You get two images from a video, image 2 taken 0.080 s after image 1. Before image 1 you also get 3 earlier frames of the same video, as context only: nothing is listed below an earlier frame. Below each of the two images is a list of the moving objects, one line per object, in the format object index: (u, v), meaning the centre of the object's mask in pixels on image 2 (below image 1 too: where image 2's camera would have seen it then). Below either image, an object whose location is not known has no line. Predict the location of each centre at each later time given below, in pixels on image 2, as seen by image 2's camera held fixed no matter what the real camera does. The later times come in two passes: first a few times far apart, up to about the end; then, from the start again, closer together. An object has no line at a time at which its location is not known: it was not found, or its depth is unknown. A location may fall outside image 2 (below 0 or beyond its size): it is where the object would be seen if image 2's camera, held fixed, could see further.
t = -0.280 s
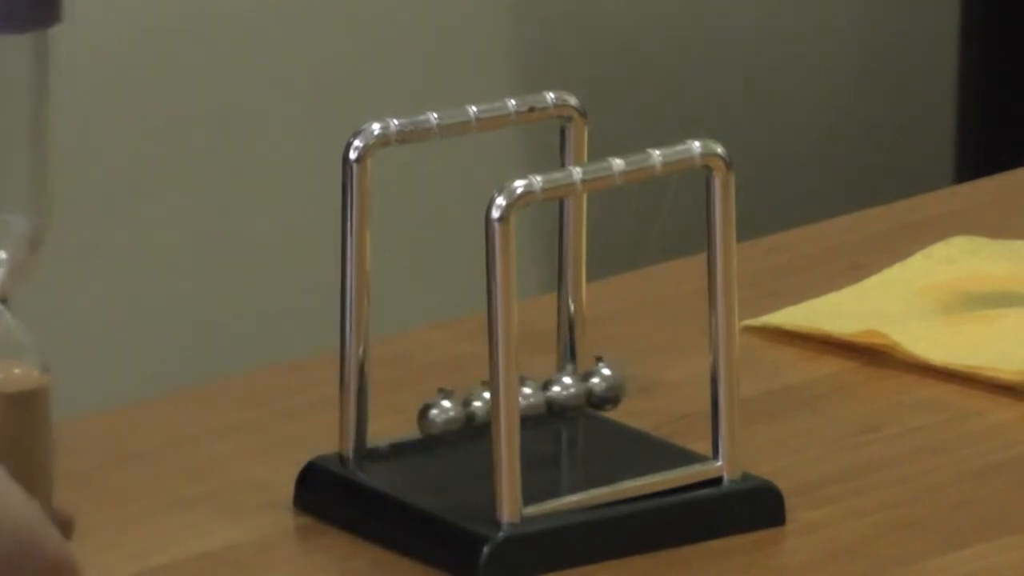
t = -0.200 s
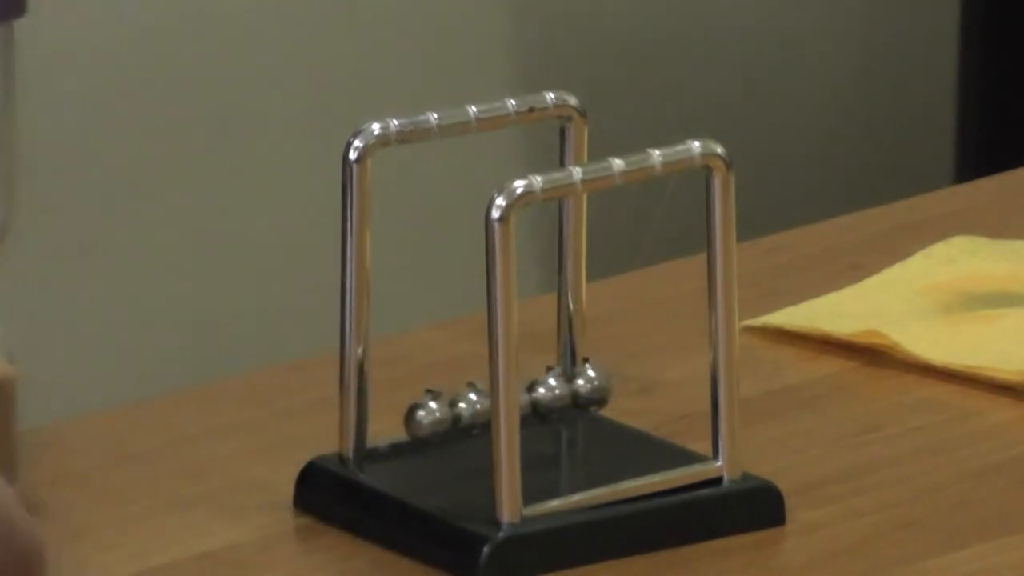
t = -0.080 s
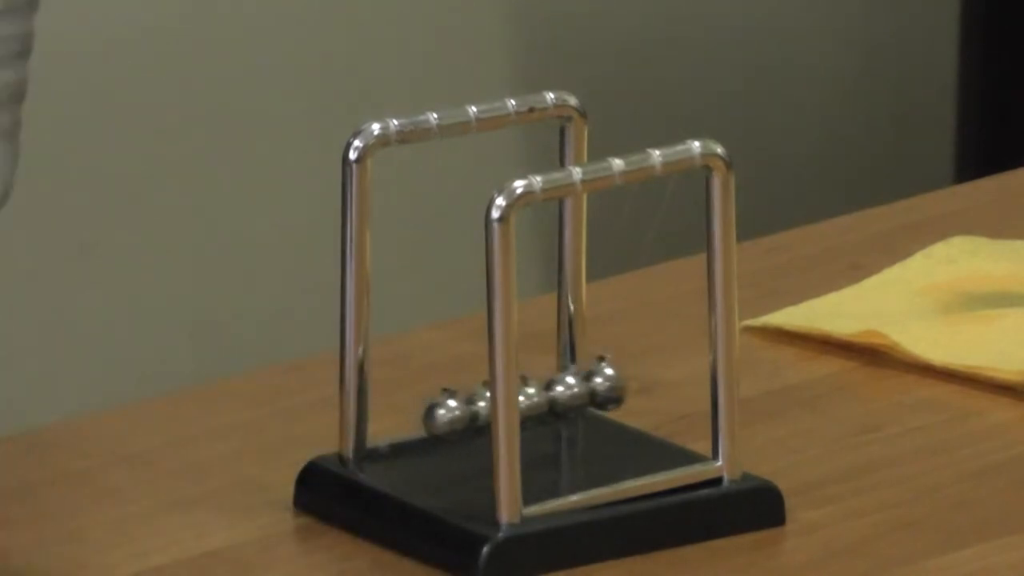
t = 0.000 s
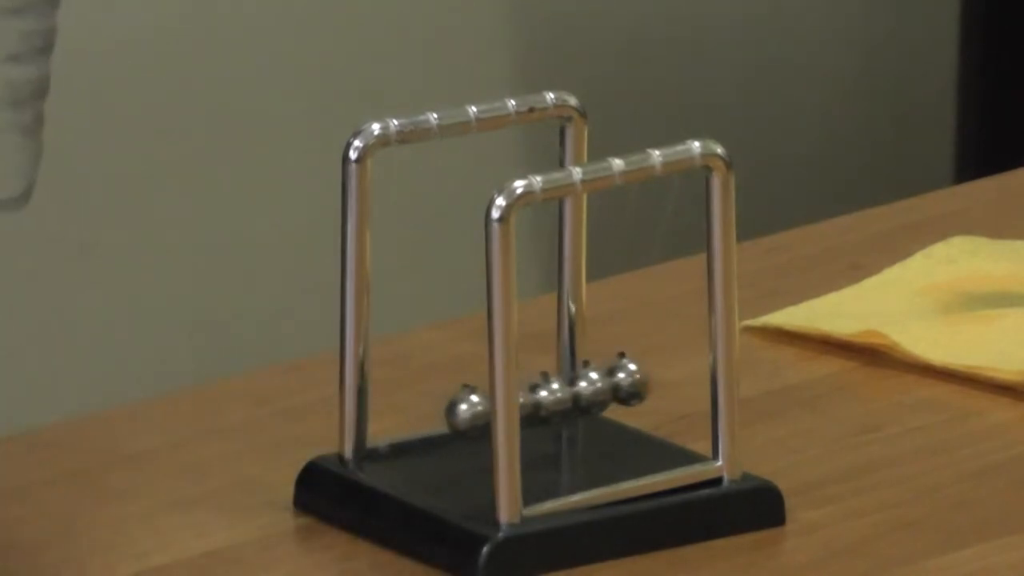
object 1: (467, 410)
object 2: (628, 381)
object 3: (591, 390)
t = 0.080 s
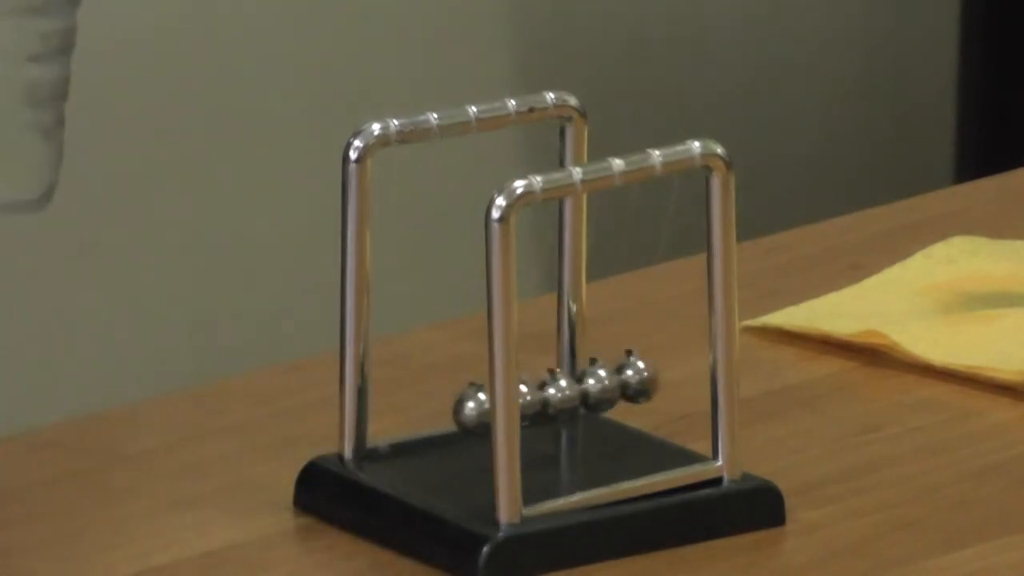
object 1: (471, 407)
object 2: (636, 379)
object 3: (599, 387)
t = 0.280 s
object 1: (431, 417)
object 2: (594, 386)
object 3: (554, 394)
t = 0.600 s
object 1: (471, 407)
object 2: (635, 379)
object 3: (598, 387)
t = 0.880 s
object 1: (433, 416)
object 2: (594, 386)
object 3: (554, 394)
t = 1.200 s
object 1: (455, 412)
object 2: (615, 384)
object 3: (579, 391)
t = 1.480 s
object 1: (457, 412)
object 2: (616, 384)
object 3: (578, 390)
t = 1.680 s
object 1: (461, 412)
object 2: (625, 382)
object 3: (585, 390)
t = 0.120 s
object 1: (468, 409)
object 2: (633, 380)
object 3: (596, 388)
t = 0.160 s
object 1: (461, 411)
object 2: (623, 383)
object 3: (586, 390)
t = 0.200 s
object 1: (450, 414)
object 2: (611, 385)
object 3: (574, 392)
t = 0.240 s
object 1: (439, 416)
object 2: (601, 386)
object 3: (562, 396)
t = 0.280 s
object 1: (431, 417)
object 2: (594, 386)
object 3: (554, 394)
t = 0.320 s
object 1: (429, 417)
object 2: (590, 386)
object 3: (551, 394)
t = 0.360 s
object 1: (431, 417)
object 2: (592, 386)
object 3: (552, 395)
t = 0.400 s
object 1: (439, 416)
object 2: (599, 386)
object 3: (560, 395)
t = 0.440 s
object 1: (450, 413)
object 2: (609, 385)
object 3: (572, 392)
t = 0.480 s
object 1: (464, 410)
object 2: (621, 383)
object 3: (583, 390)
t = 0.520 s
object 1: (469, 409)
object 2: (631, 380)
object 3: (594, 389)
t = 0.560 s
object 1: (471, 407)
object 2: (635, 379)
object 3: (598, 387)
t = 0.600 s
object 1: (471, 407)
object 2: (635, 379)
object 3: (598, 387)
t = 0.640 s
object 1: (467, 409)
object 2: (631, 380)
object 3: (593, 388)
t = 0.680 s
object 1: (457, 412)
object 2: (620, 383)
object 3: (582, 391)
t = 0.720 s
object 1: (446, 414)
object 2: (608, 385)
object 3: (569, 392)
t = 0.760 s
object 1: (435, 416)
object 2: (599, 386)
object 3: (559, 394)
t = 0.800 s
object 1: (430, 416)
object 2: (593, 386)
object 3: (553, 394)
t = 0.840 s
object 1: (429, 416)
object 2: (591, 386)
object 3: (551, 394)
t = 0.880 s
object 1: (433, 416)
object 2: (594, 386)
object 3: (554, 394)
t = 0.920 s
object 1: (442, 415)
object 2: (602, 386)
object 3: (564, 392)
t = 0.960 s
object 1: (454, 413)
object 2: (612, 384)
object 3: (576, 391)
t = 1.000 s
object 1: (463, 410)
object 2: (623, 382)
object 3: (587, 389)
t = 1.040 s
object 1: (469, 408)
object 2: (632, 380)
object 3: (595, 388)
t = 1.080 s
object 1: (471, 407)
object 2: (635, 379)
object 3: (598, 387)
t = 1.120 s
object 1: (470, 408)
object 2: (634, 380)
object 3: (597, 388)
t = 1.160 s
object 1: (464, 410)
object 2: (627, 382)
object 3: (589, 389)
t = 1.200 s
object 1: (455, 412)
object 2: (615, 384)
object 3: (579, 391)
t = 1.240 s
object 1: (443, 414)
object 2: (605, 385)
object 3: (566, 391)
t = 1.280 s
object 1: (435, 416)
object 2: (597, 386)
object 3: (556, 393)
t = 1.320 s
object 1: (430, 417)
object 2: (592, 387)
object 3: (551, 393)
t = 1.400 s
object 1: (436, 417)
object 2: (596, 387)
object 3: (557, 394)
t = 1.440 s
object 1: (446, 414)
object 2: (605, 386)
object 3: (567, 392)
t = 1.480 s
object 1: (457, 412)
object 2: (616, 384)
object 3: (578, 390)
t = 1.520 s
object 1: (466, 410)
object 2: (627, 381)
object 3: (589, 390)
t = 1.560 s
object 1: (470, 408)
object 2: (633, 379)
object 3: (595, 388)
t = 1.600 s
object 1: (471, 409)
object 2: (635, 379)
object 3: (597, 388)
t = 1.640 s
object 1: (469, 409)
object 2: (632, 380)
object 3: (594, 389)
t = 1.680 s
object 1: (461, 412)
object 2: (625, 382)
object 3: (585, 390)
